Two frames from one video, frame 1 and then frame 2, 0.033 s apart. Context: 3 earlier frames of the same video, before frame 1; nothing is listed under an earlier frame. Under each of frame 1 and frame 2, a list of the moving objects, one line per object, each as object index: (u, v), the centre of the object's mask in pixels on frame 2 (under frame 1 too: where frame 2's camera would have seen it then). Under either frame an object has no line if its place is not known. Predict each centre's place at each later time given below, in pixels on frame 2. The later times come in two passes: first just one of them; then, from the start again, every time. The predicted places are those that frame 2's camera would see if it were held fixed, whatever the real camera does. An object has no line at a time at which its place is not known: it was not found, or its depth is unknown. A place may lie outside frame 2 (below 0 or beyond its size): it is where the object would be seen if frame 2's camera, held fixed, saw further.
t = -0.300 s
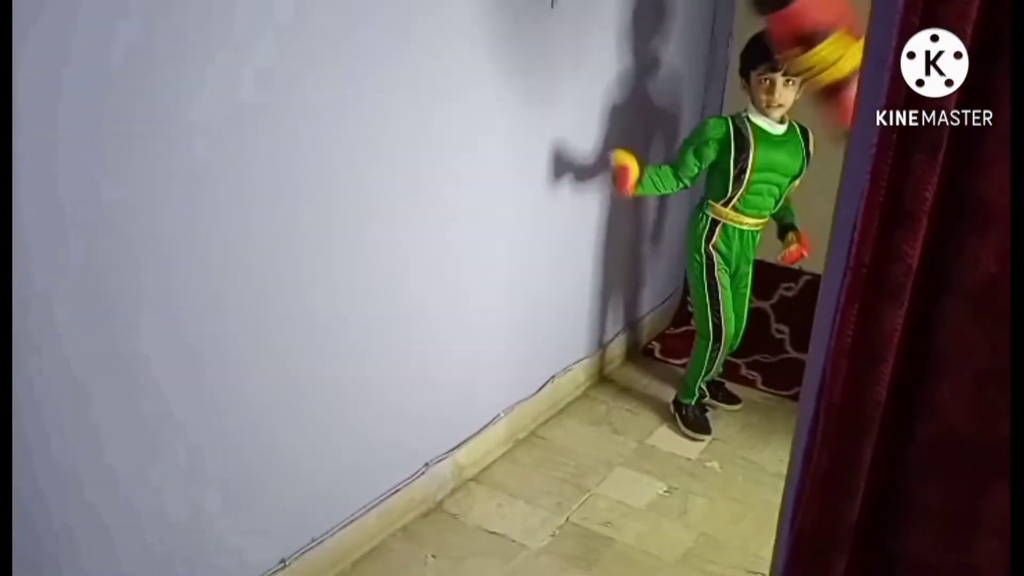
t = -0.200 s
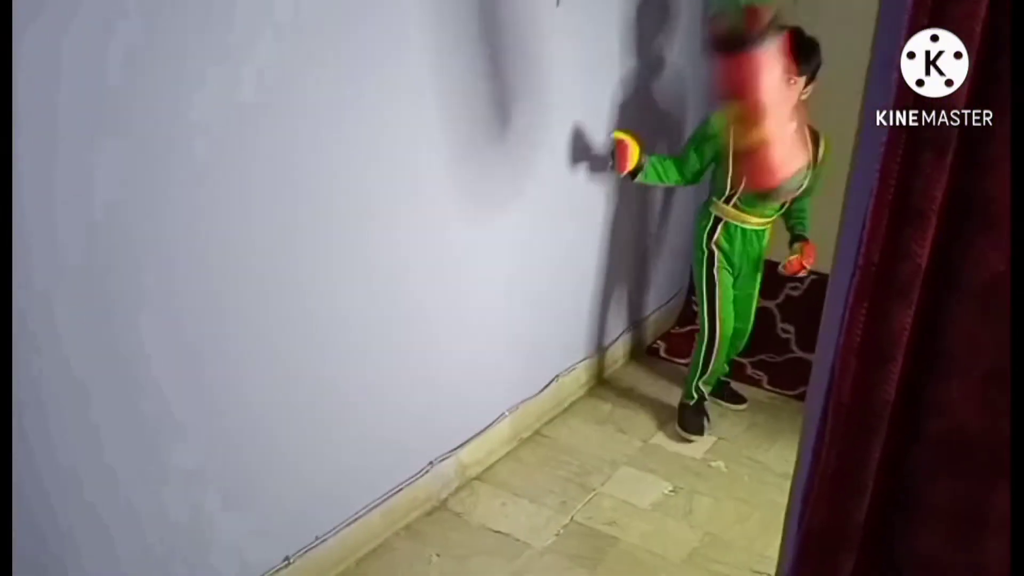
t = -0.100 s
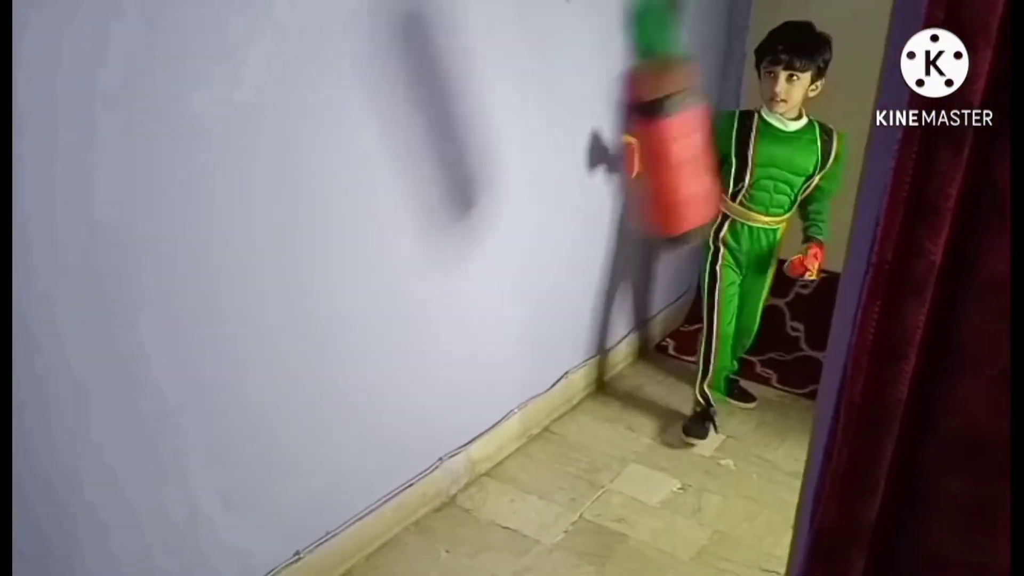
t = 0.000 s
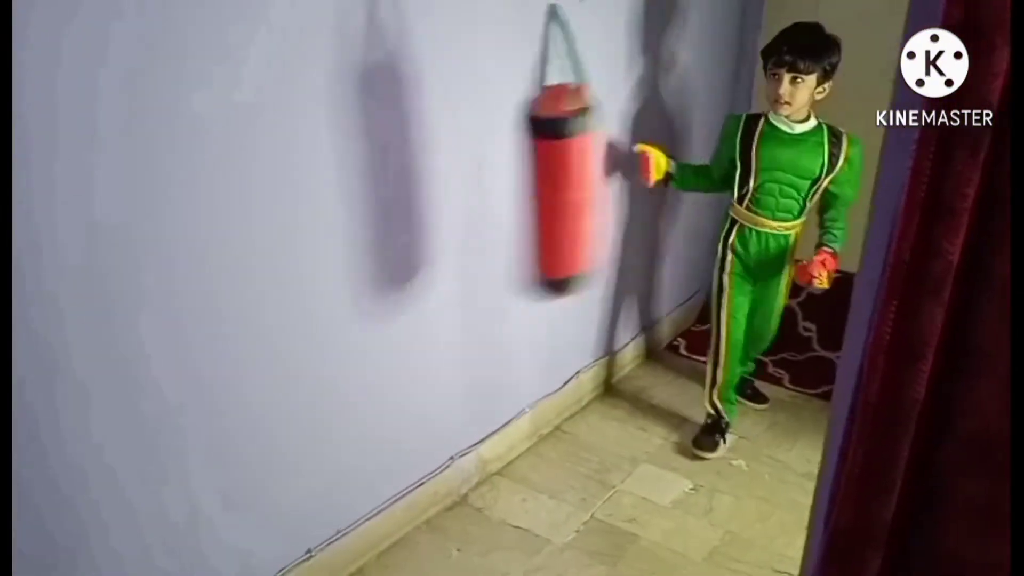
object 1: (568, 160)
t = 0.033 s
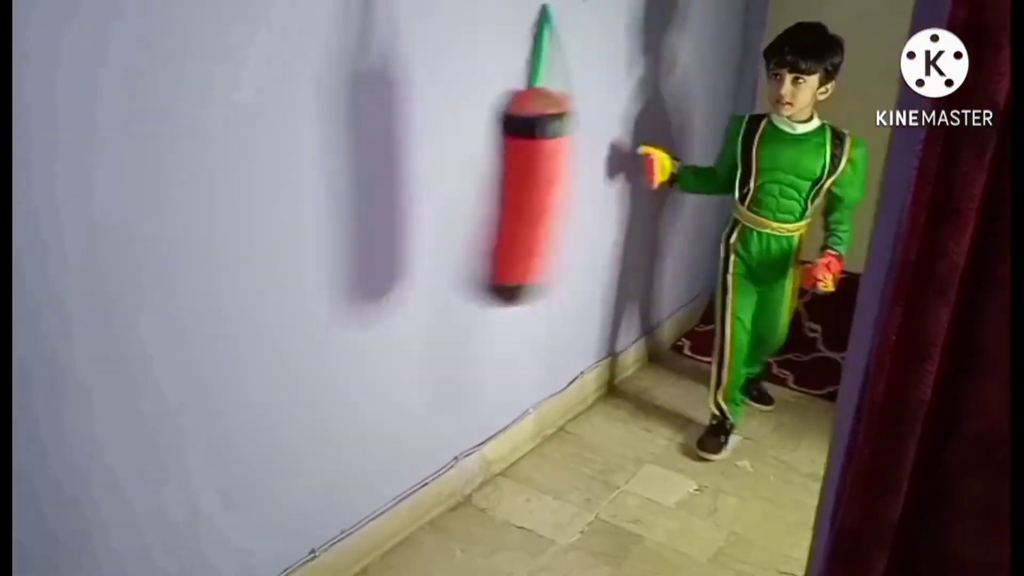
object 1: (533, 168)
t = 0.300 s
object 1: (256, 145)
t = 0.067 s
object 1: (491, 173)
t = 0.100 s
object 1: (452, 166)
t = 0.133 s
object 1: (408, 162)
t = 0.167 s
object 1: (364, 166)
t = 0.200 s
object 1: (323, 175)
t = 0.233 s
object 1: (294, 158)
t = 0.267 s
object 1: (273, 146)
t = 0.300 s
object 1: (256, 145)
